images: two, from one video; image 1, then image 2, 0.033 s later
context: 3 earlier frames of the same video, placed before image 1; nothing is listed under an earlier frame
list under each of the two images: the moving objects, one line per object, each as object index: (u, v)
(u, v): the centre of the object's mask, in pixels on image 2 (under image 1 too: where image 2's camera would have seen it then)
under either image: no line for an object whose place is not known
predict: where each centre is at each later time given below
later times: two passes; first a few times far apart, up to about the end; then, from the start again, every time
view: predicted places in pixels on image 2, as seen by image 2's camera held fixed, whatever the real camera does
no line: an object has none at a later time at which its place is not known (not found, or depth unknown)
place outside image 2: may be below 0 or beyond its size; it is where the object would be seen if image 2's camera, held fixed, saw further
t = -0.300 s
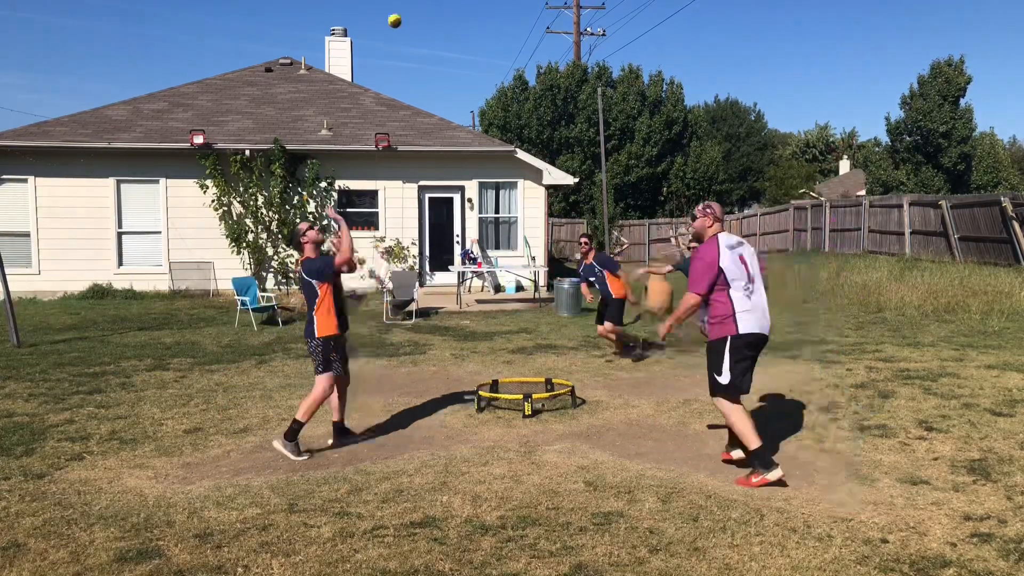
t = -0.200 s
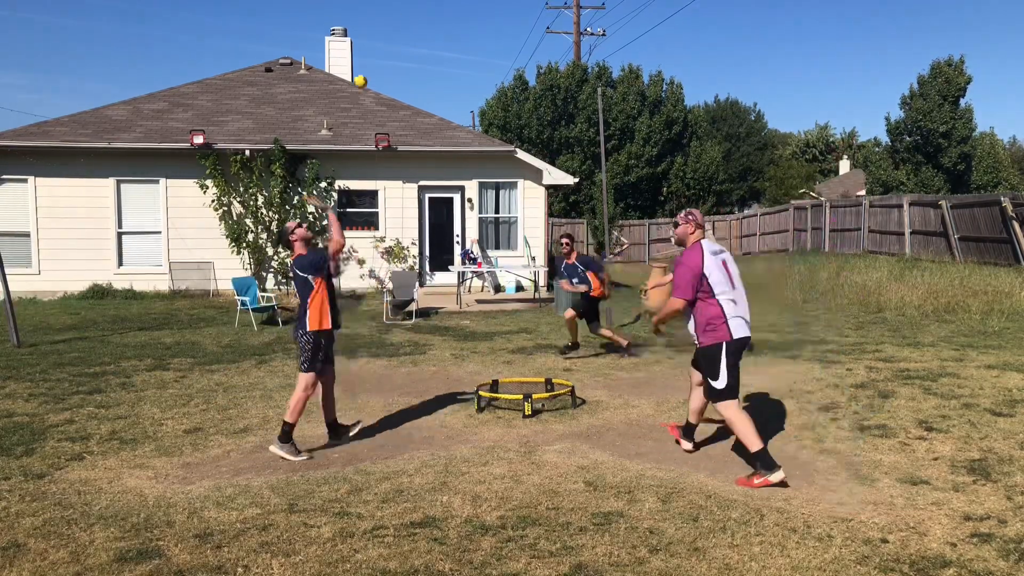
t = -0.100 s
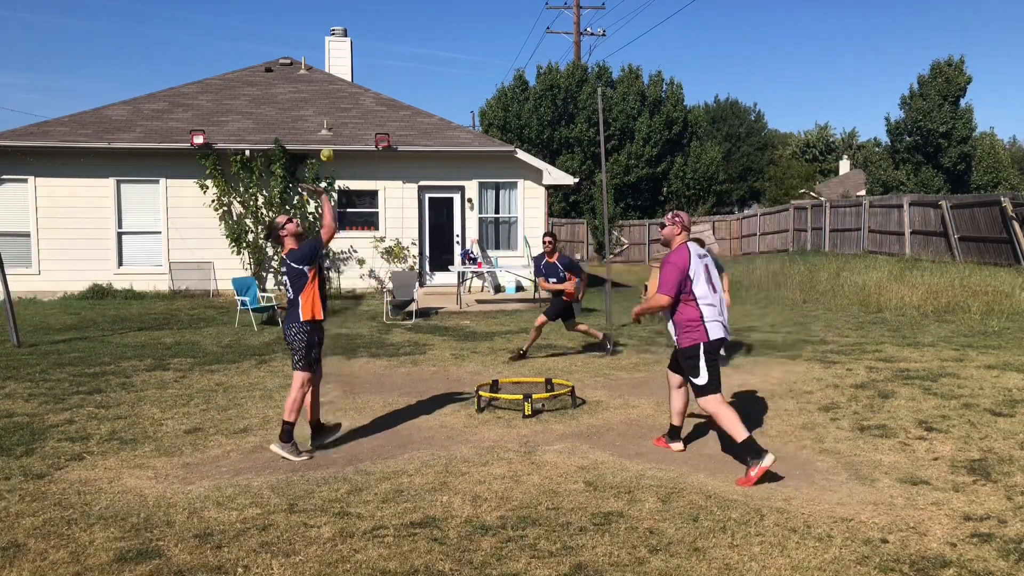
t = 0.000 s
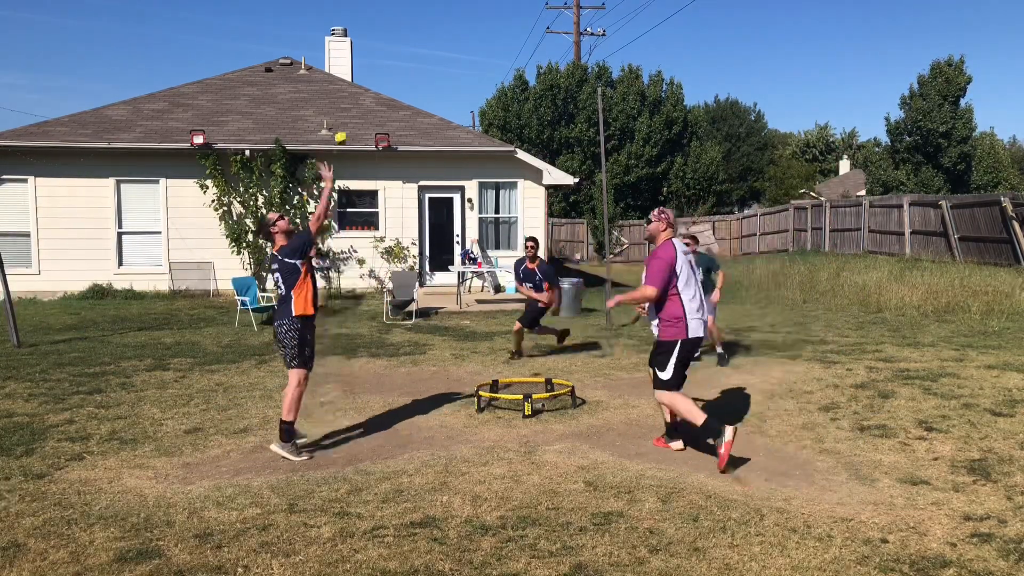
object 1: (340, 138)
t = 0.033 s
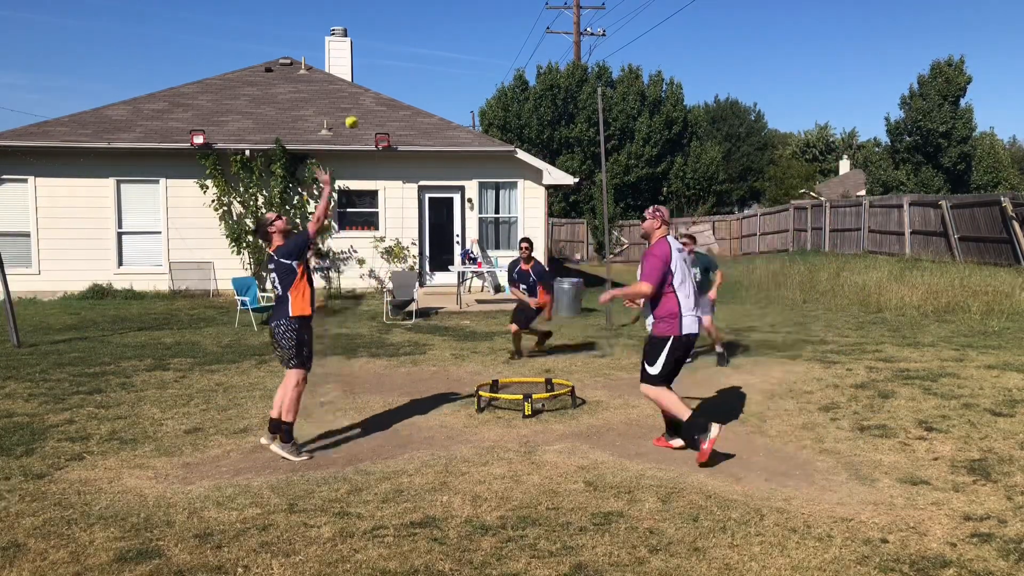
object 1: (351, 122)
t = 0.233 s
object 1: (409, 66)
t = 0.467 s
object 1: (467, 68)
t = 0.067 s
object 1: (361, 109)
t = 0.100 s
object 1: (371, 97)
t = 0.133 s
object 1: (381, 87)
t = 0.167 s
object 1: (390, 79)
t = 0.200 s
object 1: (400, 72)
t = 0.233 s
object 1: (409, 66)
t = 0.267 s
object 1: (418, 62)
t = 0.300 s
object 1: (426, 60)
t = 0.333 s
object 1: (435, 59)
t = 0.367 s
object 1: (443, 59)
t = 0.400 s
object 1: (451, 61)
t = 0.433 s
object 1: (459, 64)
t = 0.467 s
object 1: (467, 68)
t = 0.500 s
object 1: (474, 74)
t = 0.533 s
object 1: (482, 81)
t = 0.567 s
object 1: (489, 88)
